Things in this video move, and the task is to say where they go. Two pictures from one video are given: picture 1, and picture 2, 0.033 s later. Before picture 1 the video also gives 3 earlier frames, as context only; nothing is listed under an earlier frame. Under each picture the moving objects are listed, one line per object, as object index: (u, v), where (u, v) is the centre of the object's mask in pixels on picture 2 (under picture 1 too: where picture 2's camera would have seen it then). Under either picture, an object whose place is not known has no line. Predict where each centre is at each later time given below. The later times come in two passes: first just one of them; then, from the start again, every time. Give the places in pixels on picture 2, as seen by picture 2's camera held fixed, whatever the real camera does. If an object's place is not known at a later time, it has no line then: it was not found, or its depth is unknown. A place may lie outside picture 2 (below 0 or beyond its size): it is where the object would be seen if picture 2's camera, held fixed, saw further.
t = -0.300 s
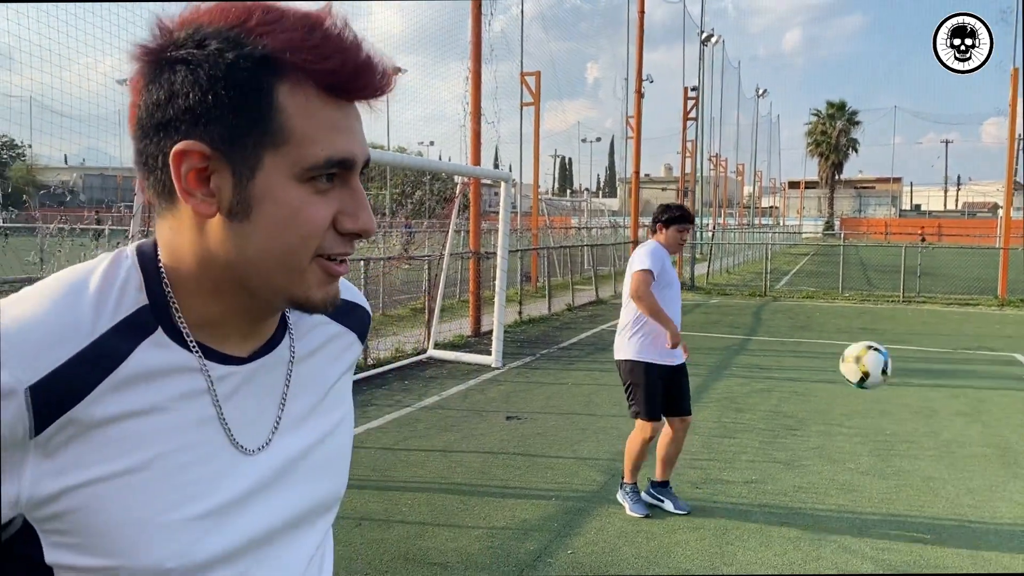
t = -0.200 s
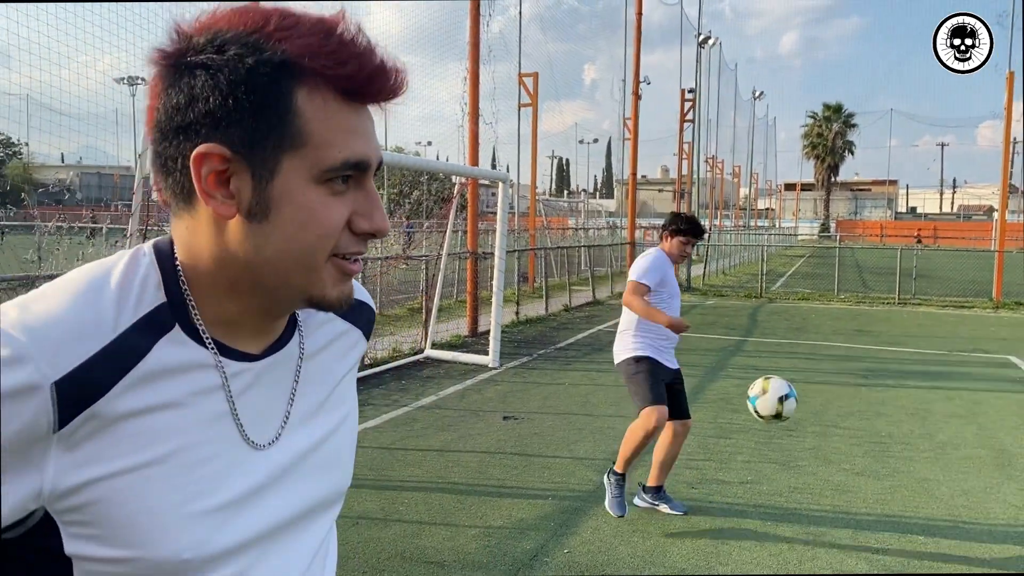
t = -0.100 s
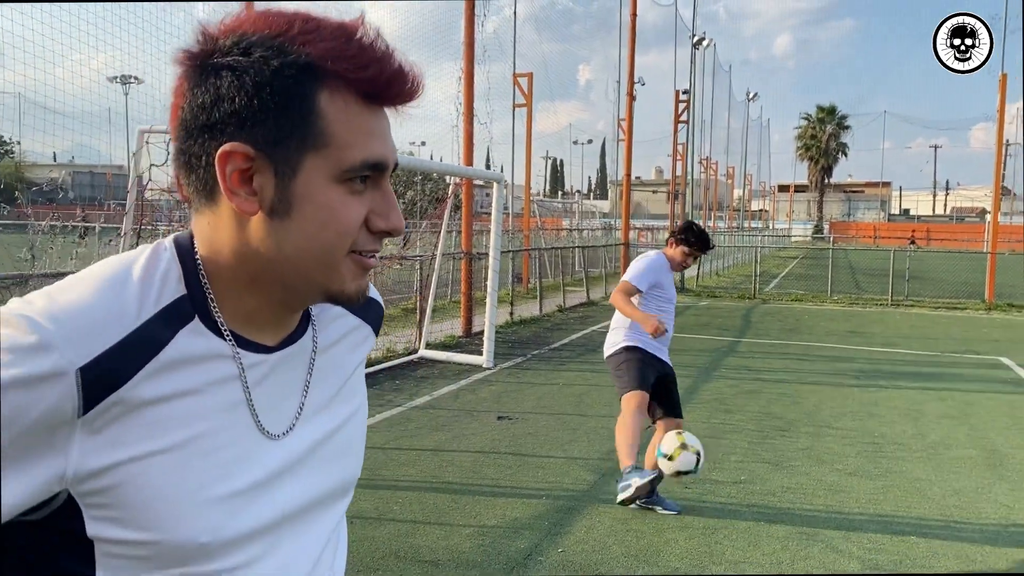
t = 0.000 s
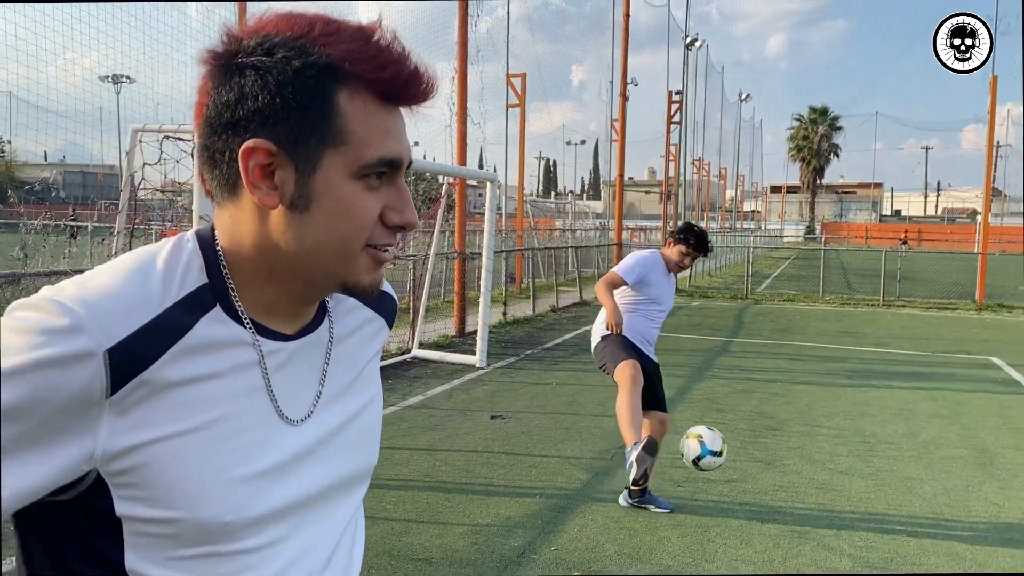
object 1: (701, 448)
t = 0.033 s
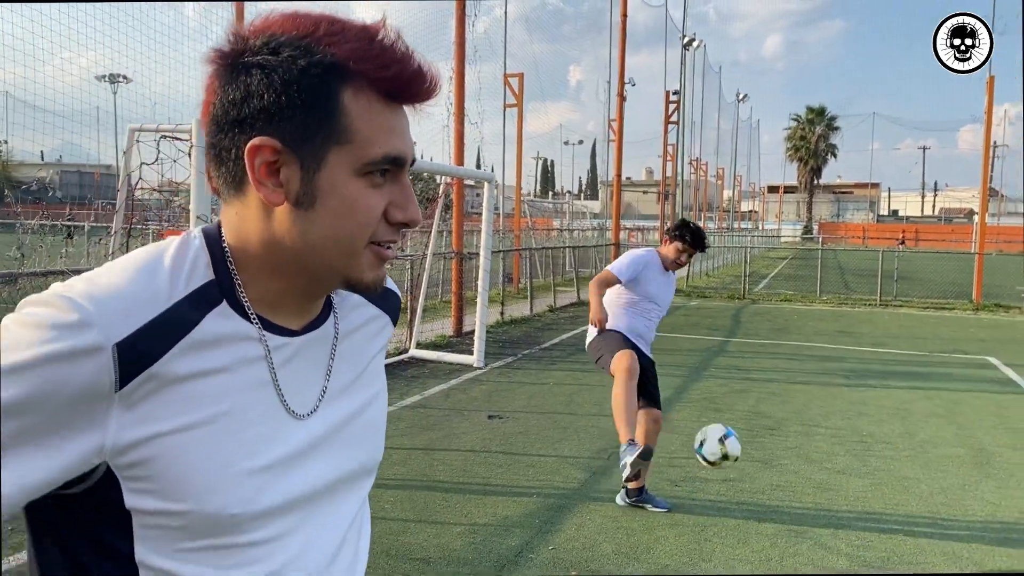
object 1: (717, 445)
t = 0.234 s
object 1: (808, 481)
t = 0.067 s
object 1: (734, 447)
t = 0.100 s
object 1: (750, 450)
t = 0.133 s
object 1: (765, 455)
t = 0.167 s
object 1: (780, 462)
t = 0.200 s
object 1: (794, 471)
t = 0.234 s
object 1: (808, 481)
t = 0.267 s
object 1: (821, 493)
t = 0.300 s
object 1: (835, 509)
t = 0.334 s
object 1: (843, 499)
